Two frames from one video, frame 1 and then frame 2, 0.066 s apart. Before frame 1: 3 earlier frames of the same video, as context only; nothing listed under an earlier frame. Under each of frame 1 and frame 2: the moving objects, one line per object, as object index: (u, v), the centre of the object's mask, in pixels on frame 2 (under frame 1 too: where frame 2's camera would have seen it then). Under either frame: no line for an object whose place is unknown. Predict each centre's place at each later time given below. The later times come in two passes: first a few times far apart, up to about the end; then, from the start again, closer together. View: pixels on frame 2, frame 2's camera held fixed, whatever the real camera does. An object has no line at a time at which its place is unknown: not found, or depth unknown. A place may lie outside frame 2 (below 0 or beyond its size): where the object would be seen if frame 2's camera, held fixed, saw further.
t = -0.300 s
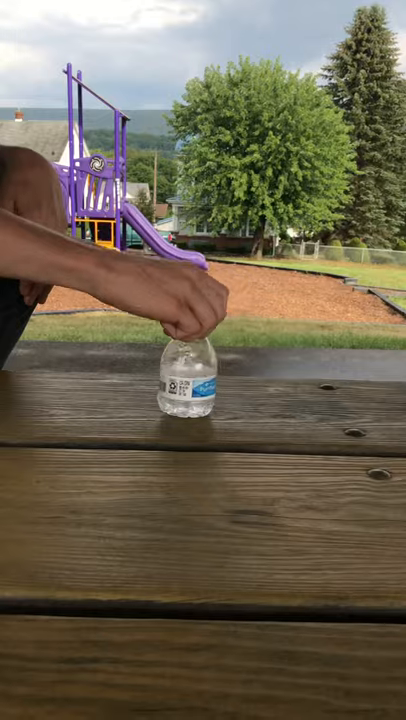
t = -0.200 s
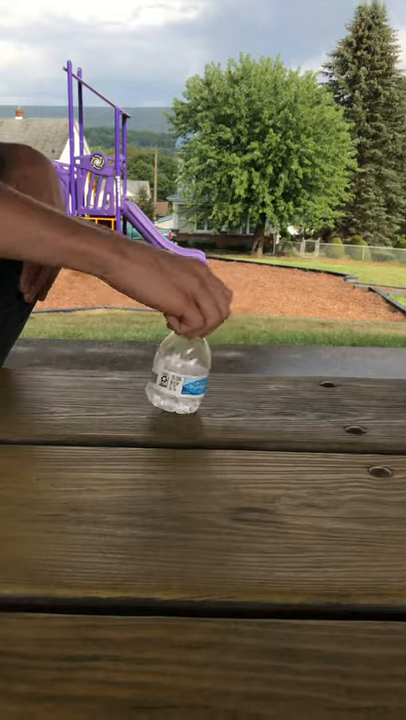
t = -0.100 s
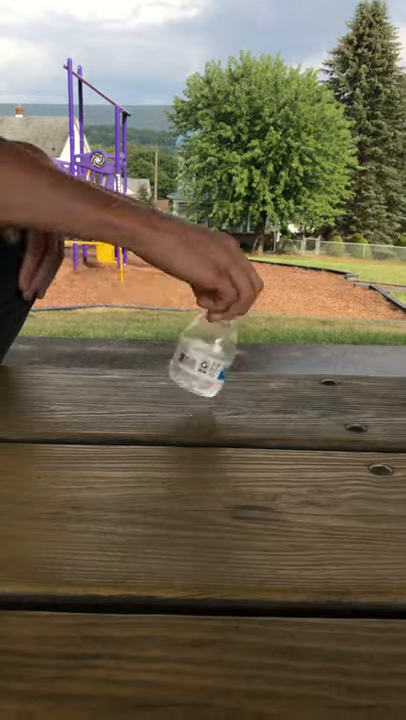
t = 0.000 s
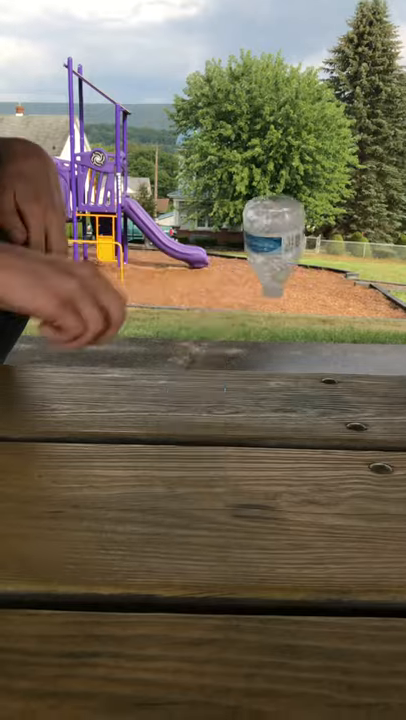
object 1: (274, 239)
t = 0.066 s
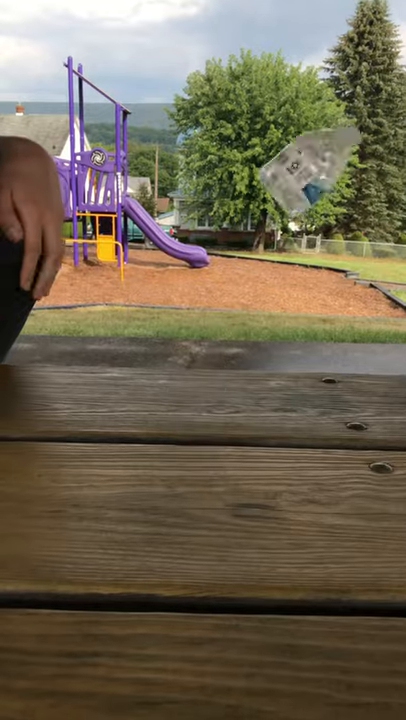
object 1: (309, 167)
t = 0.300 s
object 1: (372, 273)
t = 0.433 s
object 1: (393, 372)
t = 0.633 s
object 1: (408, 381)
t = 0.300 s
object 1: (372, 273)
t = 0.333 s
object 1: (380, 324)
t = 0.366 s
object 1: (384, 368)
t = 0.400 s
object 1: (390, 368)
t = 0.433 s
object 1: (393, 372)
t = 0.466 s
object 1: (397, 379)
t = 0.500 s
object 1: (400, 380)
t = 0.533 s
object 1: (403, 382)
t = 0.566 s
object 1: (405, 383)
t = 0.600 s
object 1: (407, 382)
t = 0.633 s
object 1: (408, 381)
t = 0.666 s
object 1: (409, 380)
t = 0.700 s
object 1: (410, 380)
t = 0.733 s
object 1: (411, 379)
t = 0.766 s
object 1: (412, 378)
